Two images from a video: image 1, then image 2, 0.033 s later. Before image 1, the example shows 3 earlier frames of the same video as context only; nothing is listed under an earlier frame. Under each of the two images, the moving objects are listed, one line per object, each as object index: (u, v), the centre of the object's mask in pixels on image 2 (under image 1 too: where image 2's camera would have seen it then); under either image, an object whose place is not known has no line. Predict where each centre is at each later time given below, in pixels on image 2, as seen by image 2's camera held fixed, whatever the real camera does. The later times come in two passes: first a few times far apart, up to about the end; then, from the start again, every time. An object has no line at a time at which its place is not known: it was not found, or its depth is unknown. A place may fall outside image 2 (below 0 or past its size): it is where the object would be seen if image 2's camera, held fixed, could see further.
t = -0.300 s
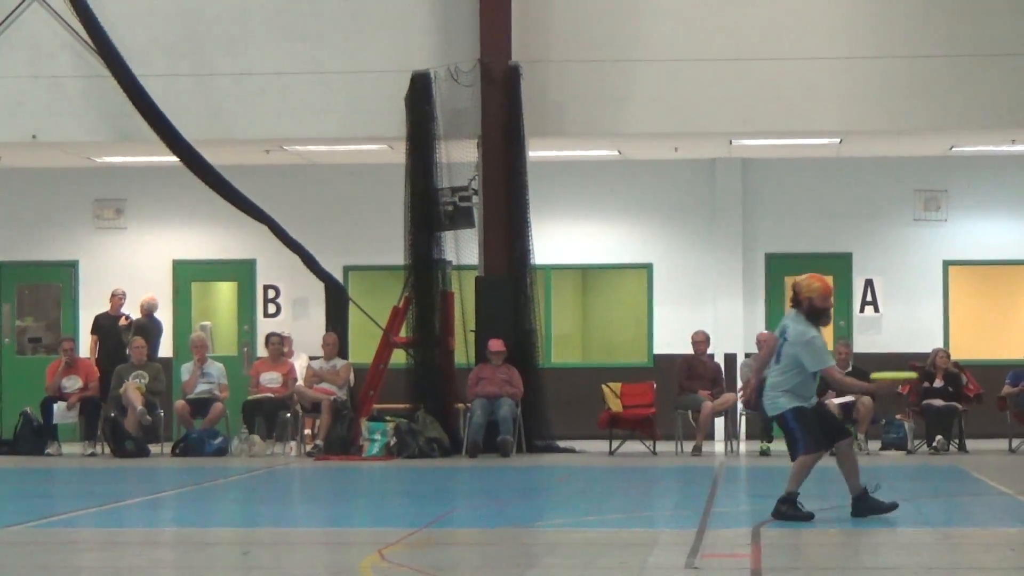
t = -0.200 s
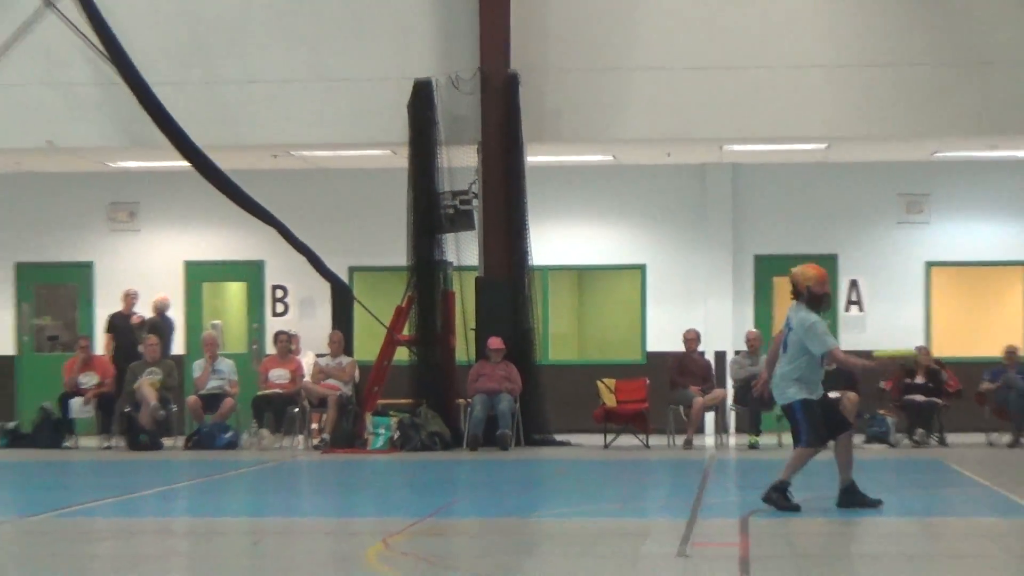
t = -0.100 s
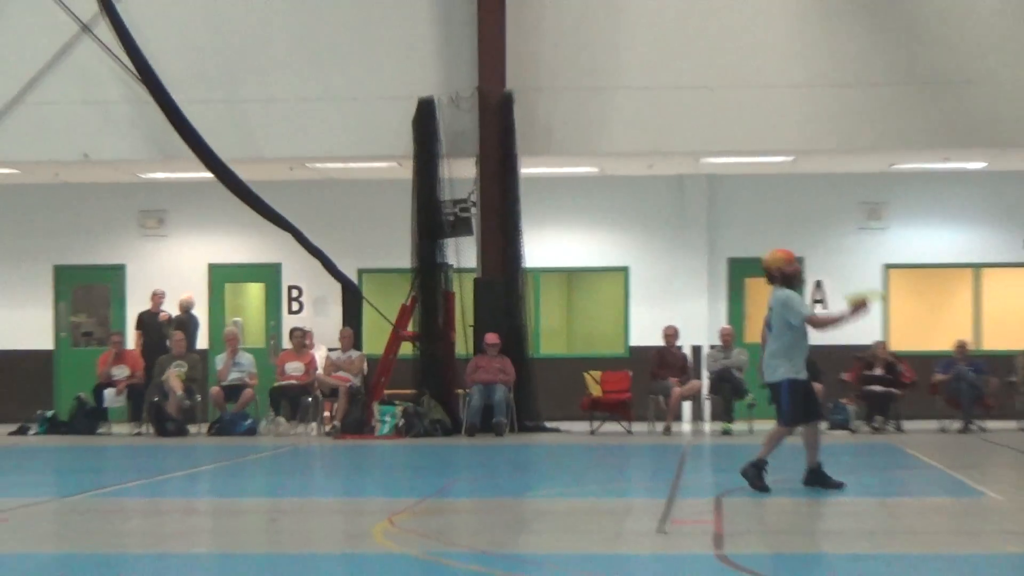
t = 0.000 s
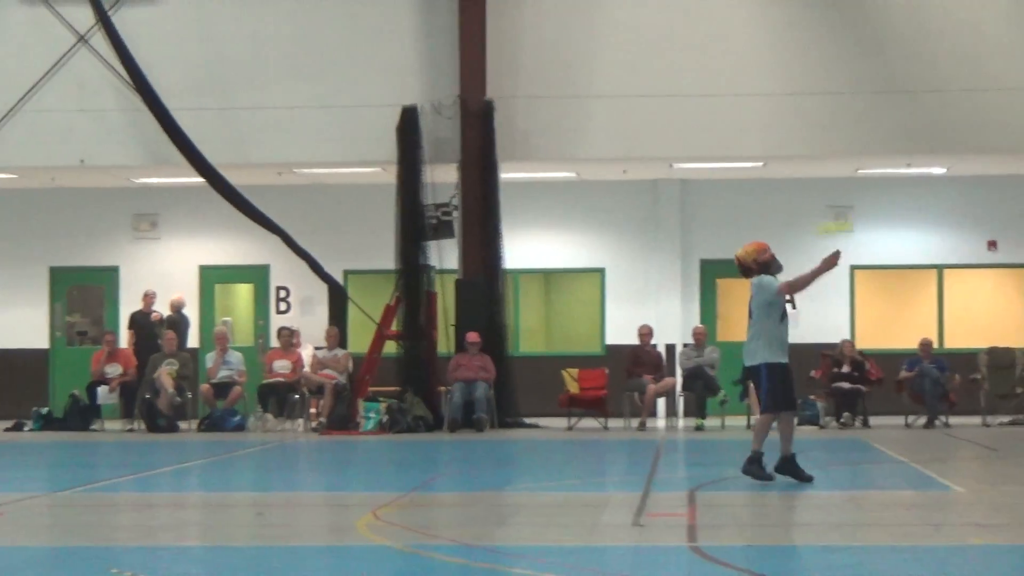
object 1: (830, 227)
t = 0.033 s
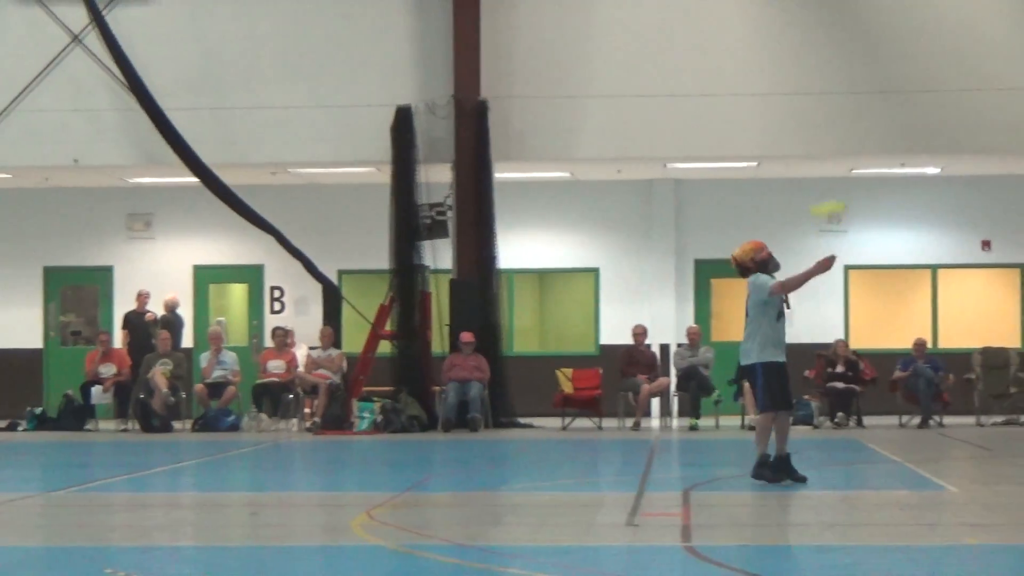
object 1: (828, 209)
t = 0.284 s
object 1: (830, 117)
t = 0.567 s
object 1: (834, 120)
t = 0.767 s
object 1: (830, 183)
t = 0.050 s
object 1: (829, 200)
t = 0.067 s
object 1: (829, 190)
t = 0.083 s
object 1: (828, 183)
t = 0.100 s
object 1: (829, 175)
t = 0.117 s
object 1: (828, 168)
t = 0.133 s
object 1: (829, 160)
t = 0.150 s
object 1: (829, 154)
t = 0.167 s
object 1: (829, 148)
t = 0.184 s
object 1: (829, 142)
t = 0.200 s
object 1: (830, 137)
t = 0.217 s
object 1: (829, 132)
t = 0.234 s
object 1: (829, 128)
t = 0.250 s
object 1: (830, 124)
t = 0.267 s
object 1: (830, 120)
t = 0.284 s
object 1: (830, 117)
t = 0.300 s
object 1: (830, 114)
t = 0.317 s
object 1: (831, 112)
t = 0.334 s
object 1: (832, 110)
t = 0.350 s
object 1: (831, 108)
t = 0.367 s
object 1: (832, 107)
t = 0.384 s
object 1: (833, 106)
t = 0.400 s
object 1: (832, 106)
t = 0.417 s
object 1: (832, 105)
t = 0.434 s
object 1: (833, 106)
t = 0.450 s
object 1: (833, 106)
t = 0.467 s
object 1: (833, 108)
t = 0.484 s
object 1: (833, 109)
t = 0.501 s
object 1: (833, 110)
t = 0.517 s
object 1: (833, 112)
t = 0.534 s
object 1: (833, 114)
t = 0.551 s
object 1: (834, 117)
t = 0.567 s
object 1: (834, 120)
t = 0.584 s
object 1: (834, 123)
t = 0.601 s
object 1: (834, 127)
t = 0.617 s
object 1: (834, 131)
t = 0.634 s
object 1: (834, 136)
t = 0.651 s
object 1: (834, 140)
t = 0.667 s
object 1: (835, 145)
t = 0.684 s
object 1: (835, 150)
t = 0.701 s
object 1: (834, 156)
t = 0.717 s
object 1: (833, 163)
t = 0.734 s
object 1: (831, 170)
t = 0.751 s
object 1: (832, 174)
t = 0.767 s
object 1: (830, 183)
